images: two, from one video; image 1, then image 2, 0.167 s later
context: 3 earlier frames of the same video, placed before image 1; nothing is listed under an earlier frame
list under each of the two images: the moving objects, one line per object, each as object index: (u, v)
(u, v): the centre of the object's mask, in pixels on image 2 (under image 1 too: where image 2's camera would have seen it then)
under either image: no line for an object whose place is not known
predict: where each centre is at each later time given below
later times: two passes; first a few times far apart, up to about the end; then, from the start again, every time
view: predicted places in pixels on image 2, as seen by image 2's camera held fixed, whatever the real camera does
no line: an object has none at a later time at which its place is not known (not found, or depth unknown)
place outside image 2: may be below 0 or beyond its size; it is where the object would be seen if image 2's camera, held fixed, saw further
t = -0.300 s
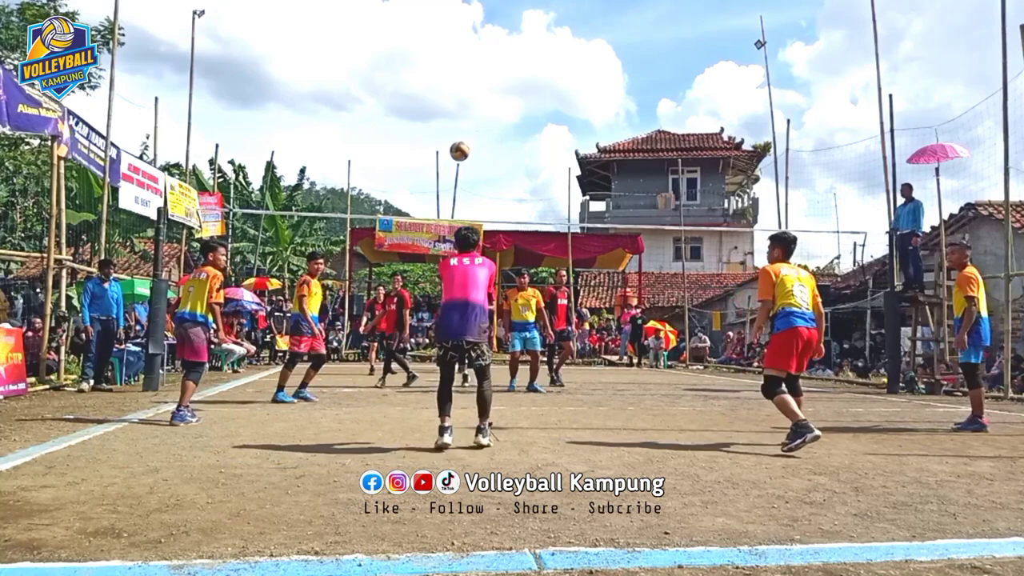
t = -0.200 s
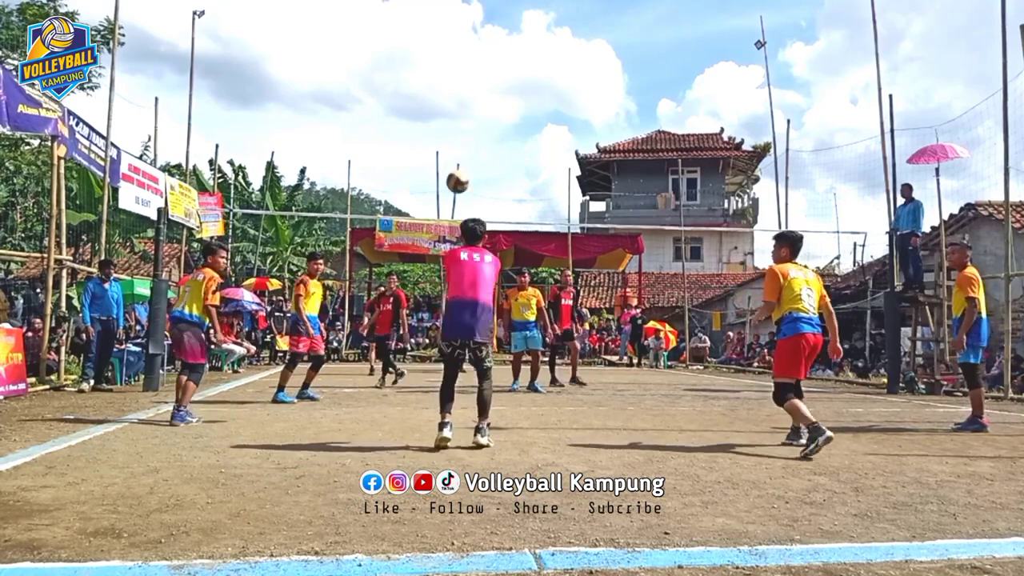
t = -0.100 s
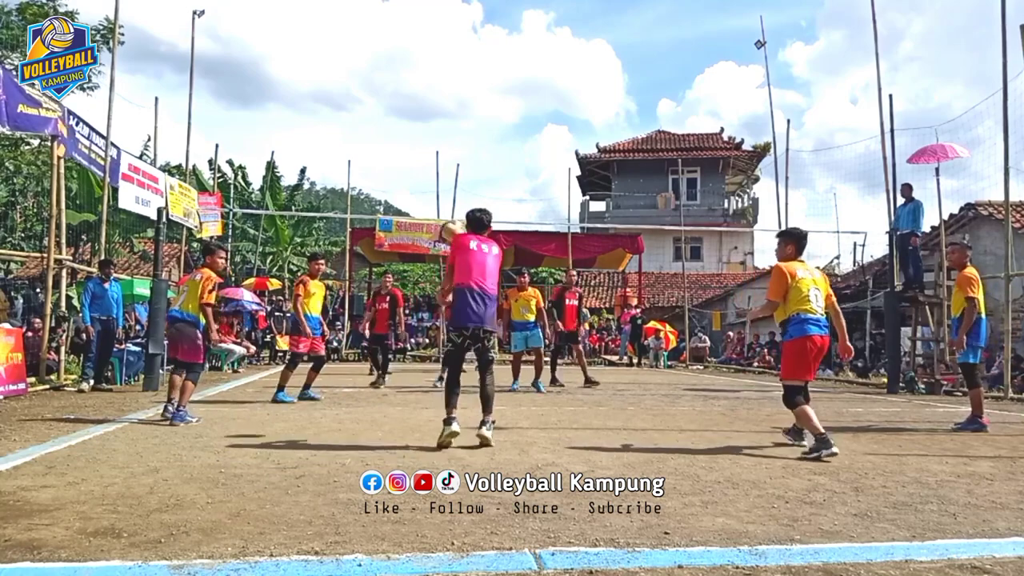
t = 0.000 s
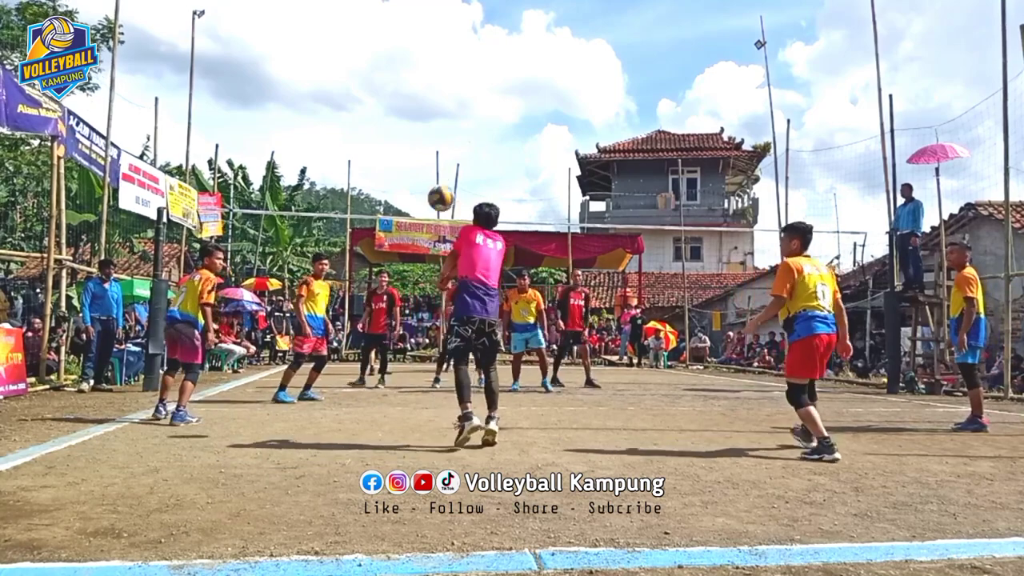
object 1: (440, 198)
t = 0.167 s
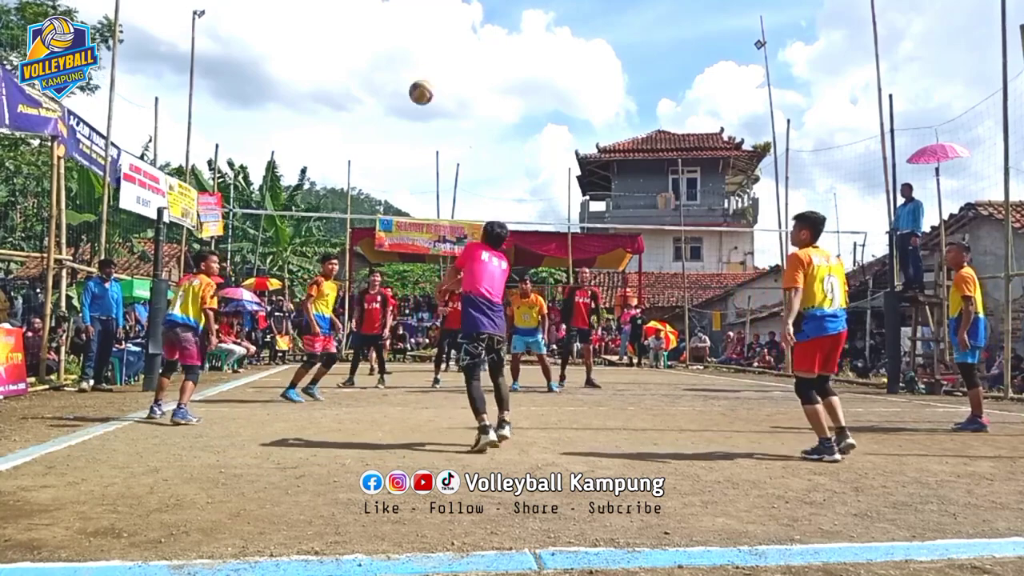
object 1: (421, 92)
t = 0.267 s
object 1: (409, 53)
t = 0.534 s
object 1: (385, 11)
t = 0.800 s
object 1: (367, 38)
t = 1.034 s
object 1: (352, 103)
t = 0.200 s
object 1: (417, 78)
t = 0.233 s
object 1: (413, 65)
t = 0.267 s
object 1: (409, 53)
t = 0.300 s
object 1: (406, 43)
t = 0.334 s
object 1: (403, 35)
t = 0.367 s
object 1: (400, 27)
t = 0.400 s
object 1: (397, 22)
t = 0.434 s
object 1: (394, 17)
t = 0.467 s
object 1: (391, 14)
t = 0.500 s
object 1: (388, 12)
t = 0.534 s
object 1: (385, 11)
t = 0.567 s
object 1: (382, 11)
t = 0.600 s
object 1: (380, 13)
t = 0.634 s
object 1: (378, 14)
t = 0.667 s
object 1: (375, 18)
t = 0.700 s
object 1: (373, 22)
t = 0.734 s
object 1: (371, 27)
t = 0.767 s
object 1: (368, 32)
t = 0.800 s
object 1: (367, 38)
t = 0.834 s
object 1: (364, 46)
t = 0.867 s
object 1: (362, 54)
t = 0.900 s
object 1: (360, 62)
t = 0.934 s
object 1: (358, 72)
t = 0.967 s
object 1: (356, 82)
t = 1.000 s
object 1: (354, 92)
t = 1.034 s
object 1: (352, 103)
